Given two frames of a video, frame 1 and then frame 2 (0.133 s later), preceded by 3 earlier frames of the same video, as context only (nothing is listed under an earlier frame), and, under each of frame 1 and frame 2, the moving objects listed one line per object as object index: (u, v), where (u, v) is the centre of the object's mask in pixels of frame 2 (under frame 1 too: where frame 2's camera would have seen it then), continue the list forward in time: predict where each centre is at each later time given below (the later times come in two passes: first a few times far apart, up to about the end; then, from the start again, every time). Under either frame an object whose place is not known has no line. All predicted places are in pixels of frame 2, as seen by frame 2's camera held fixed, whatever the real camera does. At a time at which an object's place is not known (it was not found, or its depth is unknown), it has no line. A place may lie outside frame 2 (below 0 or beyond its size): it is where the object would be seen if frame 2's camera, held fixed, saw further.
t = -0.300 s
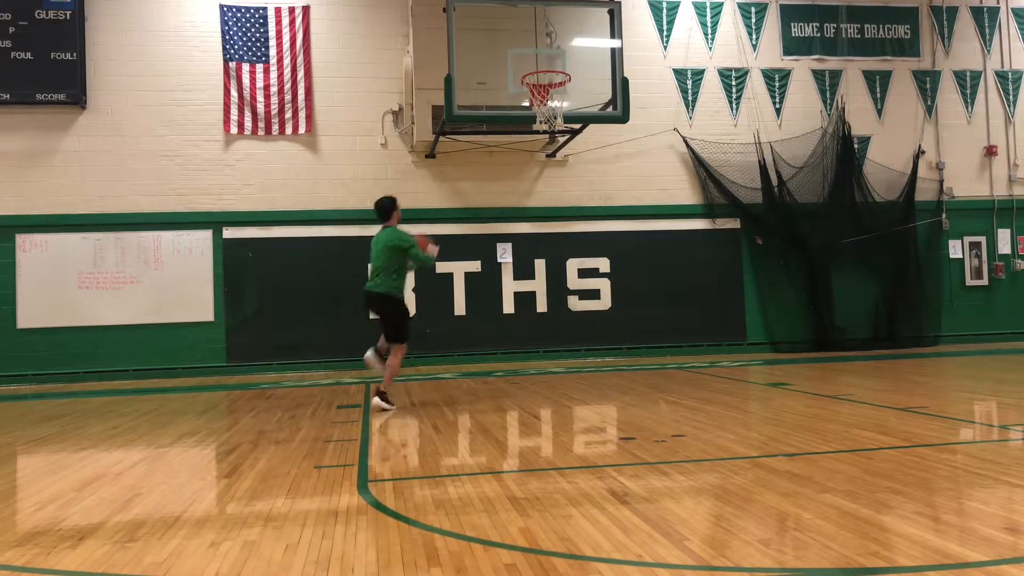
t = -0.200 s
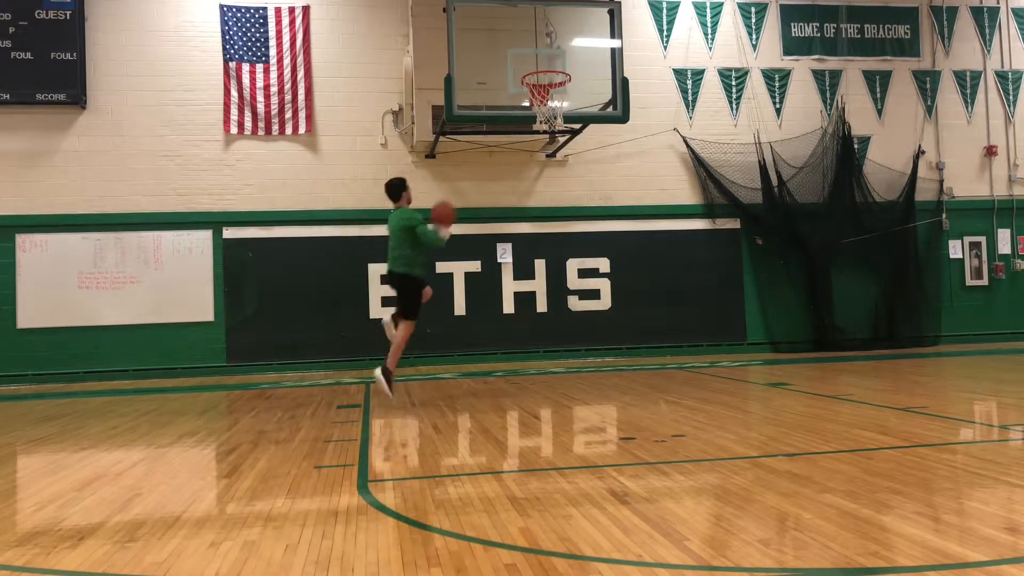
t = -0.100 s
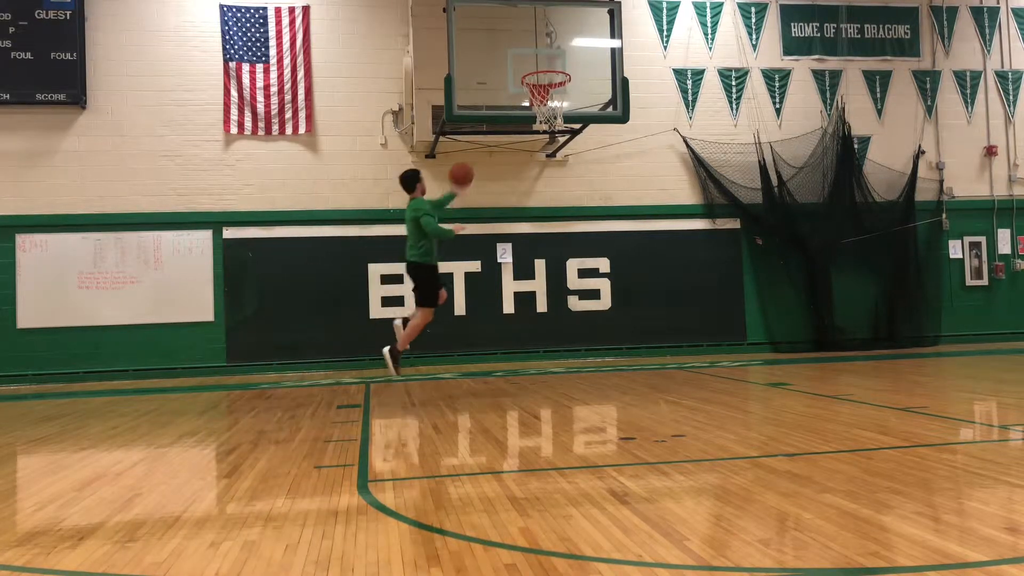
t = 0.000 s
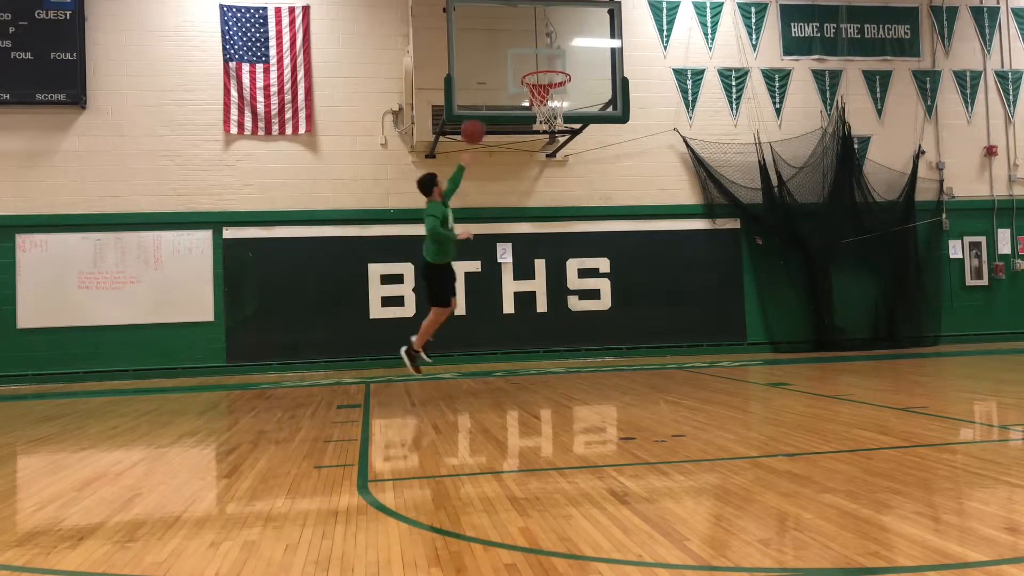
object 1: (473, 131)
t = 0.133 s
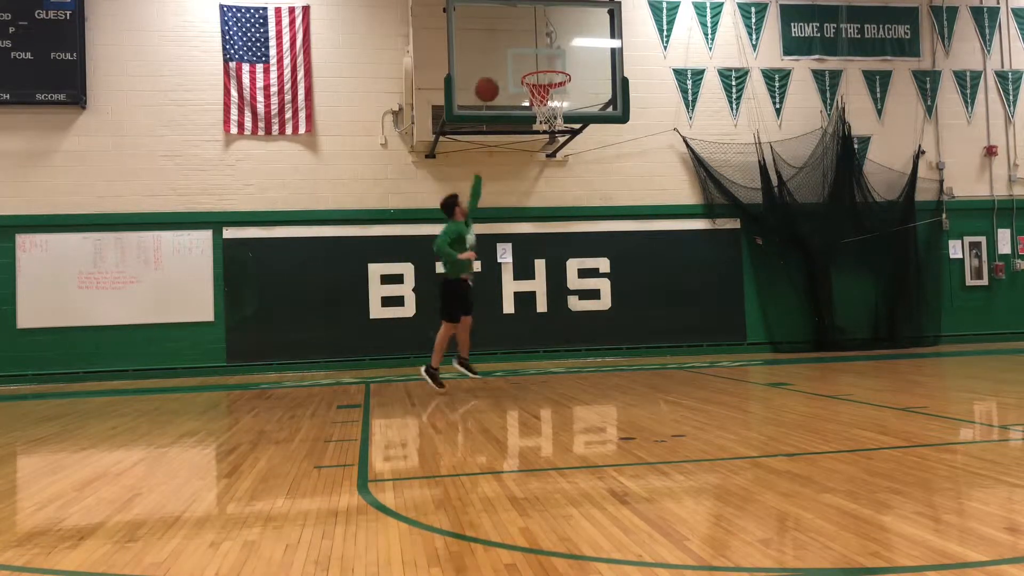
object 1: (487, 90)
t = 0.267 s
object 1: (499, 65)
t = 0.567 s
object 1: (524, 61)
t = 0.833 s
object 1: (538, 69)
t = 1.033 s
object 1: (554, 113)
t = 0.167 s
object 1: (490, 82)
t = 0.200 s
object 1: (493, 76)
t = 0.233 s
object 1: (497, 70)
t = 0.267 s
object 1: (499, 65)
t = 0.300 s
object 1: (502, 61)
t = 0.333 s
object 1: (505, 59)
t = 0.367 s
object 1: (508, 57)
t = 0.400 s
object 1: (510, 56)
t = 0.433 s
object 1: (514, 56)
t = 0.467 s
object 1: (516, 57)
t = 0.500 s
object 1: (519, 60)
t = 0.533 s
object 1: (522, 63)
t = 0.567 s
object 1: (524, 61)
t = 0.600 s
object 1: (525, 59)
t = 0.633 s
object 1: (527, 58)
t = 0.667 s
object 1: (529, 58)
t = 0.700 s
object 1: (530, 59)
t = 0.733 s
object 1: (532, 61)
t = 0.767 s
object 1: (534, 64)
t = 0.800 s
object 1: (535, 67)
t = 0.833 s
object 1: (538, 69)
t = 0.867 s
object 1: (541, 75)
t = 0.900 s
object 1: (544, 79)
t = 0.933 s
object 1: (547, 83)
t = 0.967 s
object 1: (551, 90)
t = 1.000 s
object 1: (555, 103)
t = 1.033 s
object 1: (554, 113)
